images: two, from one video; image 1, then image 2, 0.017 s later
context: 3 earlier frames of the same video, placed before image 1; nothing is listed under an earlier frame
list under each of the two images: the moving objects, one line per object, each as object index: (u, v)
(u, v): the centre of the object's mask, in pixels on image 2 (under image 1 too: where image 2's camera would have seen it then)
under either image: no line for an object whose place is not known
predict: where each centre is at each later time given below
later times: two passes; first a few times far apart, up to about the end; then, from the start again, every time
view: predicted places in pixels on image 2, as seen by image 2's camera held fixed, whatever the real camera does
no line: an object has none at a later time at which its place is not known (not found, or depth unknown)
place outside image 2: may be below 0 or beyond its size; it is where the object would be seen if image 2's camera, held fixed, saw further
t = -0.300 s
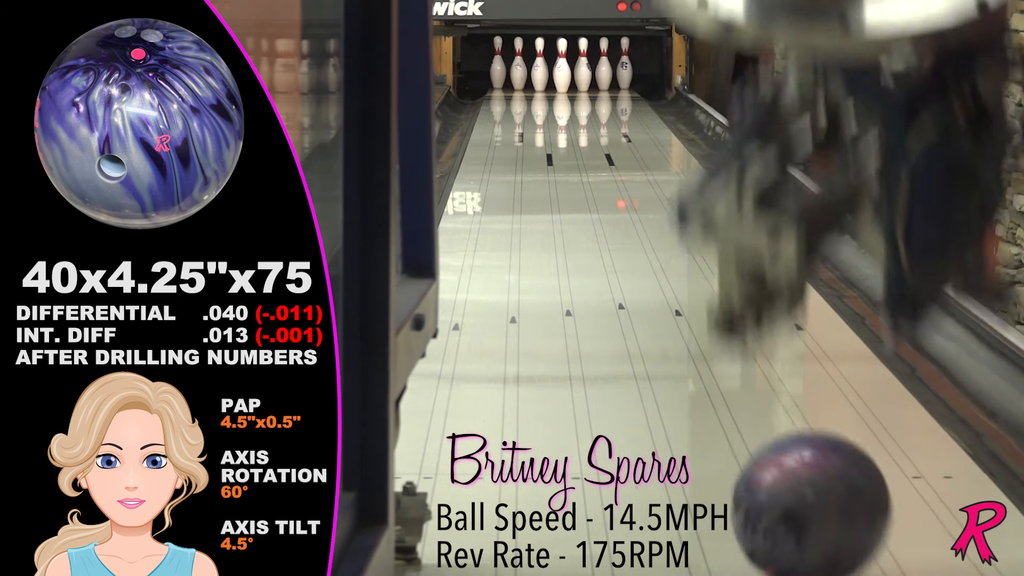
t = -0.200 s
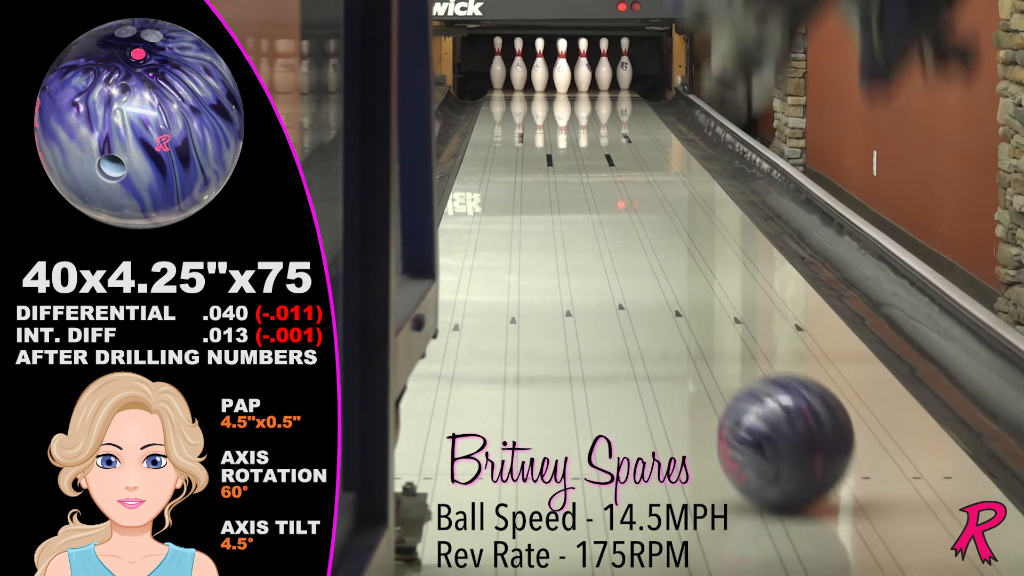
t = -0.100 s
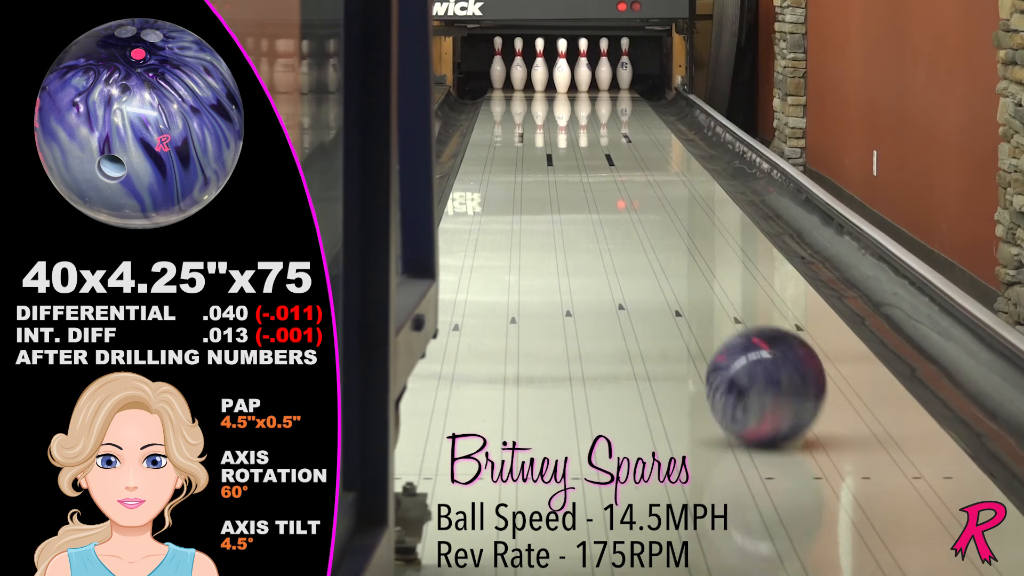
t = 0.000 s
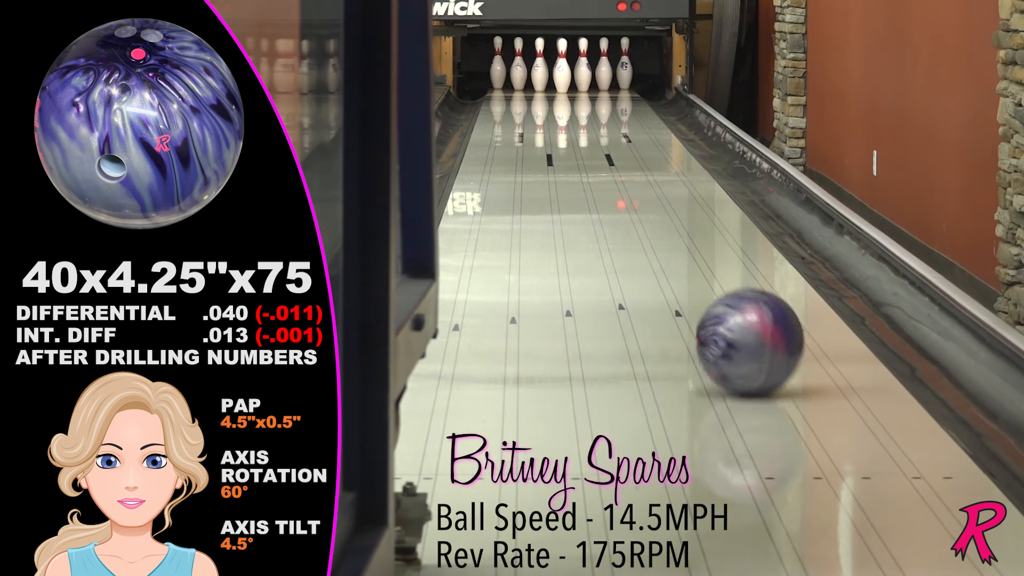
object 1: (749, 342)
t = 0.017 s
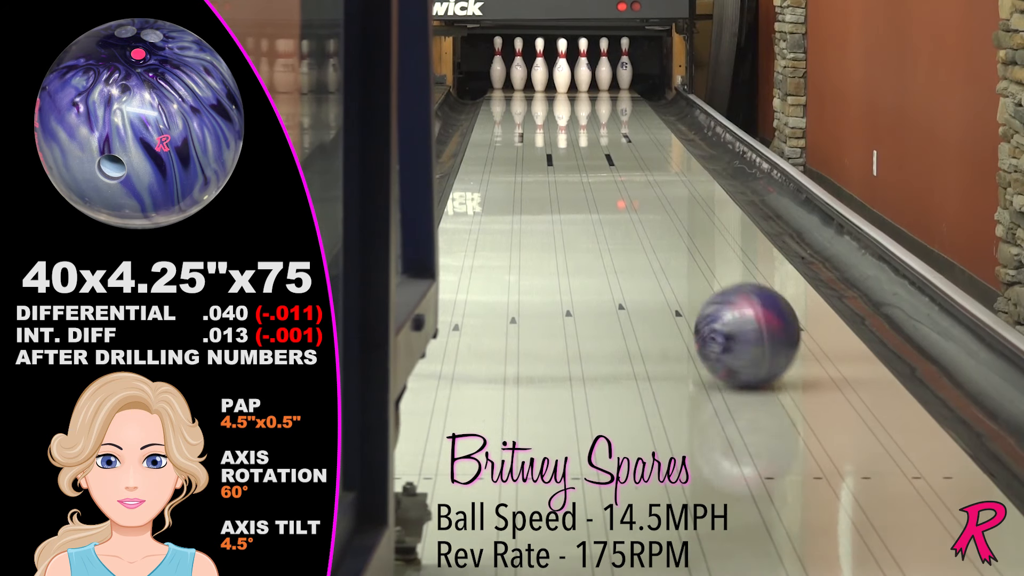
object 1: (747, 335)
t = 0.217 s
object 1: (724, 273)
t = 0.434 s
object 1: (706, 226)
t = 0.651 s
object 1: (691, 192)
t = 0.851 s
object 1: (680, 168)
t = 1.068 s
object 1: (668, 147)
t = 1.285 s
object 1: (657, 132)
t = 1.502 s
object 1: (645, 118)
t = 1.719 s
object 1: (632, 108)
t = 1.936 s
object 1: (616, 99)
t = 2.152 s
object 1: (600, 92)
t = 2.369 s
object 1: (586, 85)
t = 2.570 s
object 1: (574, 80)
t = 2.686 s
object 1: (571, 77)
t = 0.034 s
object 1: (745, 329)
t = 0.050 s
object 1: (743, 324)
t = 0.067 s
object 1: (741, 318)
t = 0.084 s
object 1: (739, 312)
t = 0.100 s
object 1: (737, 306)
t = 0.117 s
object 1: (735, 301)
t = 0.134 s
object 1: (733, 296)
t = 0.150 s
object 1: (731, 291)
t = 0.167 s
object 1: (729, 286)
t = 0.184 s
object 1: (728, 282)
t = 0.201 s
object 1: (726, 277)
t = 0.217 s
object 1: (724, 273)
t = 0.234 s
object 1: (723, 269)
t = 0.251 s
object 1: (721, 265)
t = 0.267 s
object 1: (719, 261)
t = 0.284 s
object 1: (718, 256)
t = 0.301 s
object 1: (716, 253)
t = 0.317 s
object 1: (715, 249)
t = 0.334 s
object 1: (713, 246)
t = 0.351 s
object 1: (712, 242)
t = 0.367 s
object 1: (711, 239)
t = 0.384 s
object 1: (710, 235)
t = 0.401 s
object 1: (708, 232)
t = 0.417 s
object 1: (707, 229)
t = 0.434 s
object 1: (706, 226)
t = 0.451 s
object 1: (705, 223)
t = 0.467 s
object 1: (703, 220)
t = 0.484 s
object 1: (702, 218)
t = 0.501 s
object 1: (701, 215)
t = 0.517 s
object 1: (700, 212)
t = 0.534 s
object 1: (699, 210)
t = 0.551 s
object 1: (698, 207)
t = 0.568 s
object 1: (697, 204)
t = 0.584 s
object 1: (696, 201)
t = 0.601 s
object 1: (694, 199)
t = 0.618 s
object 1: (693, 197)
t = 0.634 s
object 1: (693, 194)
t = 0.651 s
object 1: (691, 192)
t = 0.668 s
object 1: (690, 190)
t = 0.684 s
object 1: (689, 188)
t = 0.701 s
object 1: (688, 186)
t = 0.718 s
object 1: (687, 184)
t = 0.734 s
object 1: (686, 181)
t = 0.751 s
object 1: (686, 180)
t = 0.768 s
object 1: (685, 178)
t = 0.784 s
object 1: (684, 176)
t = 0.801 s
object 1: (683, 174)
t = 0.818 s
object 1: (682, 172)
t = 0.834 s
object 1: (681, 170)
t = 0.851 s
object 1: (680, 168)
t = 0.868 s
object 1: (679, 166)
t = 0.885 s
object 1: (679, 165)
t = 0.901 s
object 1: (677, 163)
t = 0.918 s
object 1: (676, 161)
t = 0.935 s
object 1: (675, 160)
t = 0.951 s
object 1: (675, 158)
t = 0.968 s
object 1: (674, 156)
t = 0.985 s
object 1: (673, 155)
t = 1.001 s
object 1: (672, 153)
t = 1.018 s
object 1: (671, 152)
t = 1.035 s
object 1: (670, 150)
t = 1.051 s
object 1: (669, 149)
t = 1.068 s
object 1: (668, 147)
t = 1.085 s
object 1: (667, 146)
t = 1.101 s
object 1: (666, 144)
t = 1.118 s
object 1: (665, 143)
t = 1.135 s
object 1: (665, 142)
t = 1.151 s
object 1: (664, 141)
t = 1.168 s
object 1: (663, 140)
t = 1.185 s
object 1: (662, 139)
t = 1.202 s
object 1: (661, 137)
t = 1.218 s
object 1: (660, 136)
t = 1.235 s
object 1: (659, 135)
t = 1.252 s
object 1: (659, 134)
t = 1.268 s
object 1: (658, 133)
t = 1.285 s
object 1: (657, 132)
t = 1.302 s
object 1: (656, 130)
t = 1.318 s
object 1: (655, 129)
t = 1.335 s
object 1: (654, 128)
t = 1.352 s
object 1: (653, 127)
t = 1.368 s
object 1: (652, 126)
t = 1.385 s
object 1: (651, 125)
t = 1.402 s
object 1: (651, 124)
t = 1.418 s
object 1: (650, 123)
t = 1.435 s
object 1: (649, 122)
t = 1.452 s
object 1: (648, 121)
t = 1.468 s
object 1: (647, 120)
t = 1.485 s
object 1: (646, 119)
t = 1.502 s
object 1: (645, 118)
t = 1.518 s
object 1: (644, 117)
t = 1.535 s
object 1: (643, 116)
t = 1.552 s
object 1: (642, 115)
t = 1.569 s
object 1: (641, 115)
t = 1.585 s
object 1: (640, 114)
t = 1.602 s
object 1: (639, 113)
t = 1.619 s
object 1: (638, 112)
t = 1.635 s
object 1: (637, 111)
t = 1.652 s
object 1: (636, 111)
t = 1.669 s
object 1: (635, 110)
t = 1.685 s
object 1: (634, 109)
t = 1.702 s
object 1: (633, 108)
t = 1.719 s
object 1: (632, 108)
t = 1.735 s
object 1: (631, 107)
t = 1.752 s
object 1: (629, 106)
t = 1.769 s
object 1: (628, 106)
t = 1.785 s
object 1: (627, 105)
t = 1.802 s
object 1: (626, 104)
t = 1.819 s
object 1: (625, 103)
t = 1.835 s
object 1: (624, 103)
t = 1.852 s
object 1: (622, 102)
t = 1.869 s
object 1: (621, 101)
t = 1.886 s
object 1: (620, 101)
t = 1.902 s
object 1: (619, 100)
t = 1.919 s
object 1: (617, 99)
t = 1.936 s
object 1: (616, 99)
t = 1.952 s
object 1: (615, 98)
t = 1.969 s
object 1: (613, 98)
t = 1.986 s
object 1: (612, 97)
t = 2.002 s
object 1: (611, 97)
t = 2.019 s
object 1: (609, 96)
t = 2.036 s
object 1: (608, 95)
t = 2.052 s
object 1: (607, 95)
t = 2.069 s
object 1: (606, 94)
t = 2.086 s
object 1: (605, 93)
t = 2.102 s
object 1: (603, 93)
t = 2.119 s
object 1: (602, 92)
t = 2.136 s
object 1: (601, 92)
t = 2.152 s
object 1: (600, 92)
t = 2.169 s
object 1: (599, 91)
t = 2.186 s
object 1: (597, 90)
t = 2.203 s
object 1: (596, 90)
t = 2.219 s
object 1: (595, 89)
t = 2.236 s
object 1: (594, 89)
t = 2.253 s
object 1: (593, 88)
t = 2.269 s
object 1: (592, 88)
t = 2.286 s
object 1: (591, 87)
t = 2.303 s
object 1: (589, 87)
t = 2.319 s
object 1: (588, 86)
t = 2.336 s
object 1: (587, 86)
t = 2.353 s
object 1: (587, 85)
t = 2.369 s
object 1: (586, 85)
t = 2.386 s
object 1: (585, 84)
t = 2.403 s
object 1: (584, 84)
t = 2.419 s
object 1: (583, 84)
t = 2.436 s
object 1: (582, 83)
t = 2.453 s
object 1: (580, 83)
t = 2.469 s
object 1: (579, 82)
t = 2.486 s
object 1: (578, 82)
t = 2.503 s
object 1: (578, 81)
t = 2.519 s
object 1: (577, 81)
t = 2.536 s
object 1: (576, 81)
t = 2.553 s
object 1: (575, 80)
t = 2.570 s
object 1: (574, 80)
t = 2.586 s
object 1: (573, 79)
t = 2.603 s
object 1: (572, 79)
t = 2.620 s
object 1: (571, 78)
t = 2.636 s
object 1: (571, 78)
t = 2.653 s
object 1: (571, 78)
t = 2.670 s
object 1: (571, 78)
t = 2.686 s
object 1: (571, 77)
